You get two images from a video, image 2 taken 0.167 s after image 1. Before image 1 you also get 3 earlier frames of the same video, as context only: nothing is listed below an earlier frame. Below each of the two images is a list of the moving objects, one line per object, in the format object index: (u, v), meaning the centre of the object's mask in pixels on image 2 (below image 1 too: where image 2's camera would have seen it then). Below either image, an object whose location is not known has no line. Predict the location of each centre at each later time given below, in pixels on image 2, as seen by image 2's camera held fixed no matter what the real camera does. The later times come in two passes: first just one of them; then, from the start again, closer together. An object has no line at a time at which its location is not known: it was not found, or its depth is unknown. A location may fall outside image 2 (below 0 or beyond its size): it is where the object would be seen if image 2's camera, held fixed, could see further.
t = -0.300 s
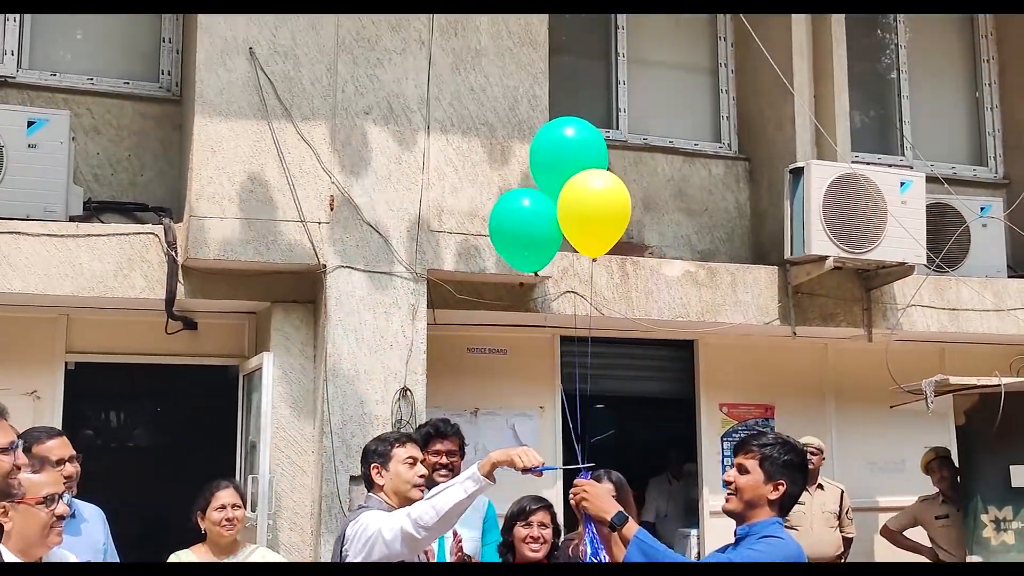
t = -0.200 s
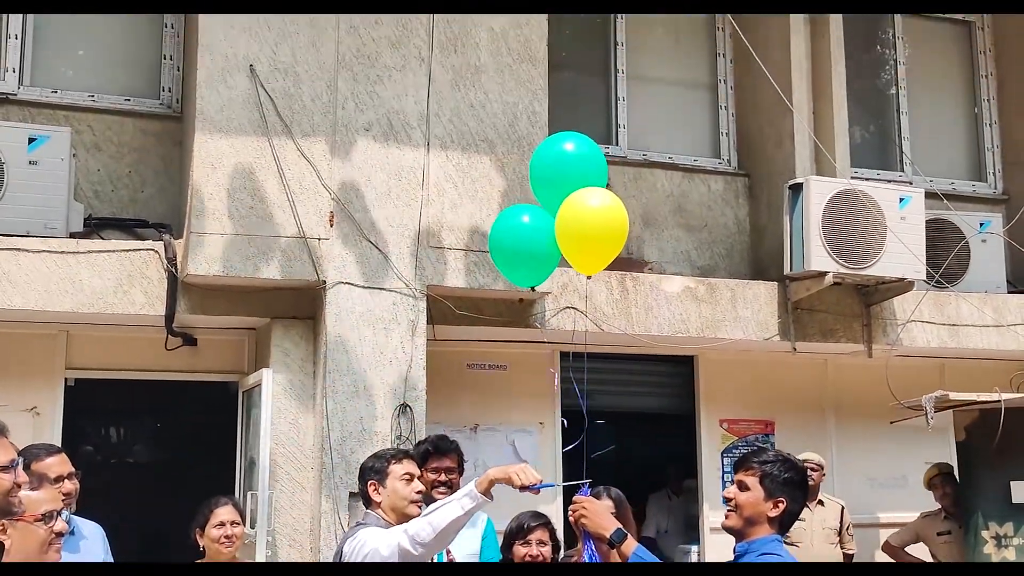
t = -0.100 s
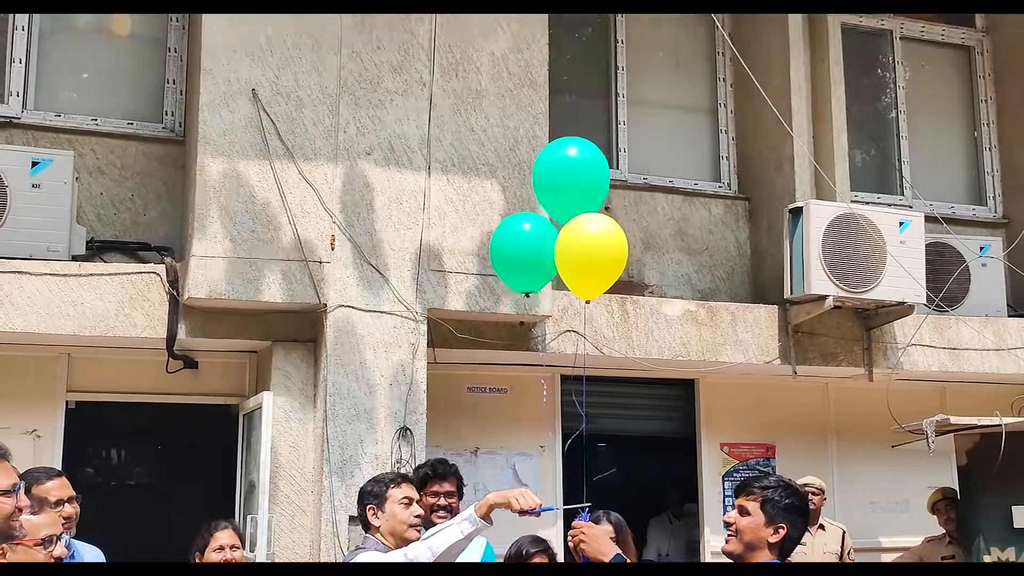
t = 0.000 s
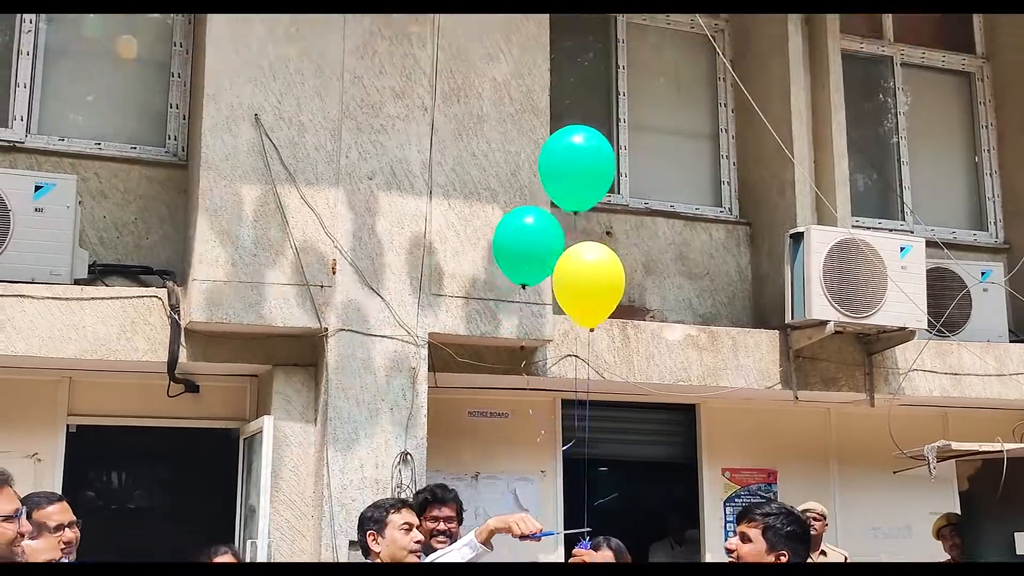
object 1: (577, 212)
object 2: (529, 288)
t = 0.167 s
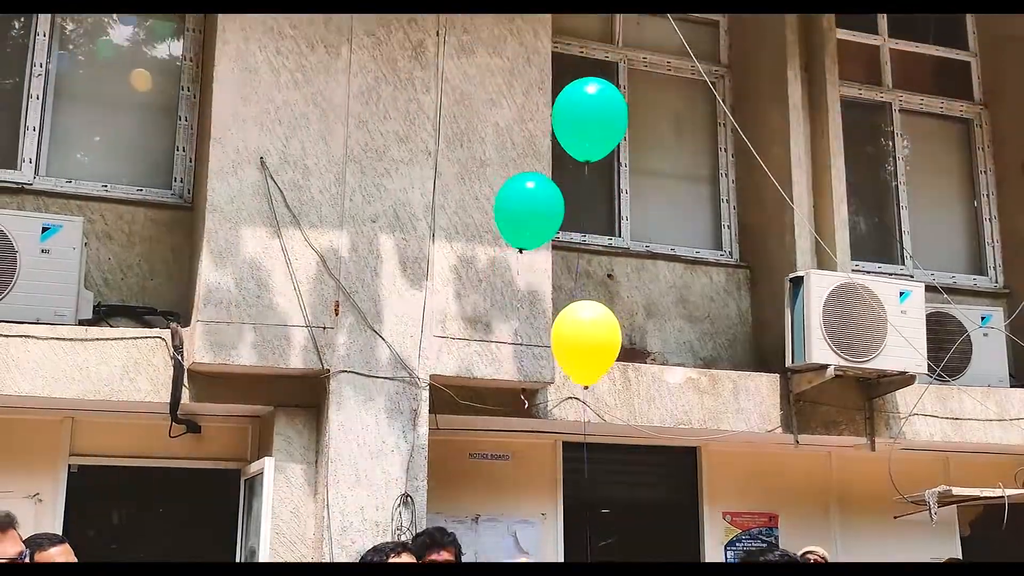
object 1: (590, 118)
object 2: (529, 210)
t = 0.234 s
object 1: (591, 74)
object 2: (527, 174)
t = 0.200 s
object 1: (591, 97)
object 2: (528, 192)
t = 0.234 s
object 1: (591, 74)
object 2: (527, 174)
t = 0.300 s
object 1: (586, 30)
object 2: (525, 136)
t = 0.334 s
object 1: (581, 9)
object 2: (524, 117)
